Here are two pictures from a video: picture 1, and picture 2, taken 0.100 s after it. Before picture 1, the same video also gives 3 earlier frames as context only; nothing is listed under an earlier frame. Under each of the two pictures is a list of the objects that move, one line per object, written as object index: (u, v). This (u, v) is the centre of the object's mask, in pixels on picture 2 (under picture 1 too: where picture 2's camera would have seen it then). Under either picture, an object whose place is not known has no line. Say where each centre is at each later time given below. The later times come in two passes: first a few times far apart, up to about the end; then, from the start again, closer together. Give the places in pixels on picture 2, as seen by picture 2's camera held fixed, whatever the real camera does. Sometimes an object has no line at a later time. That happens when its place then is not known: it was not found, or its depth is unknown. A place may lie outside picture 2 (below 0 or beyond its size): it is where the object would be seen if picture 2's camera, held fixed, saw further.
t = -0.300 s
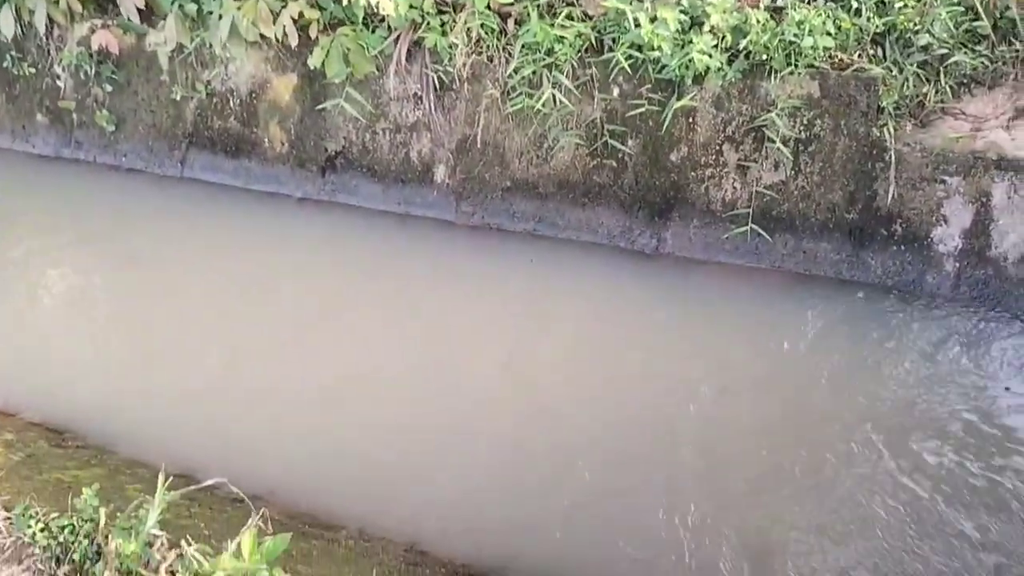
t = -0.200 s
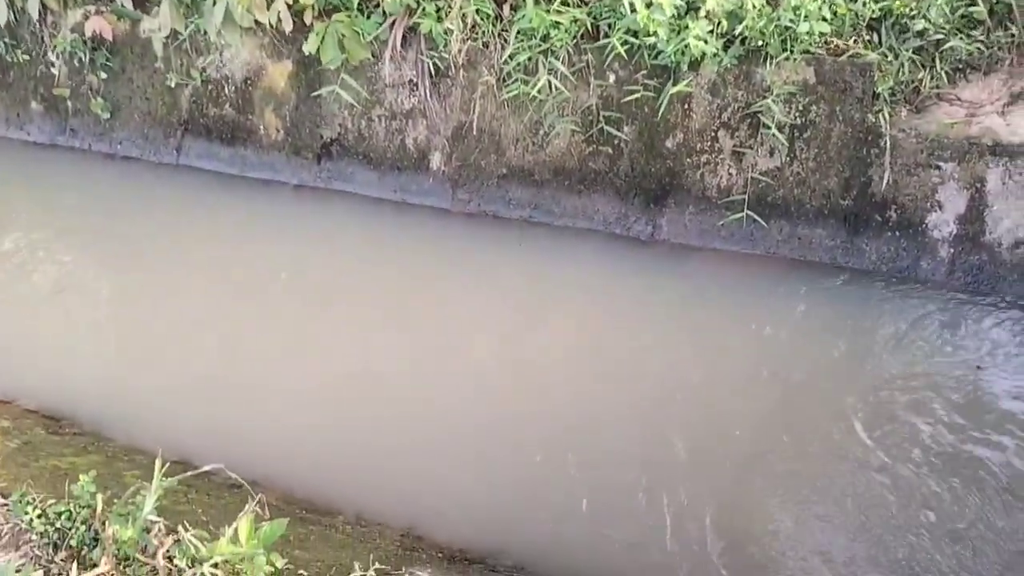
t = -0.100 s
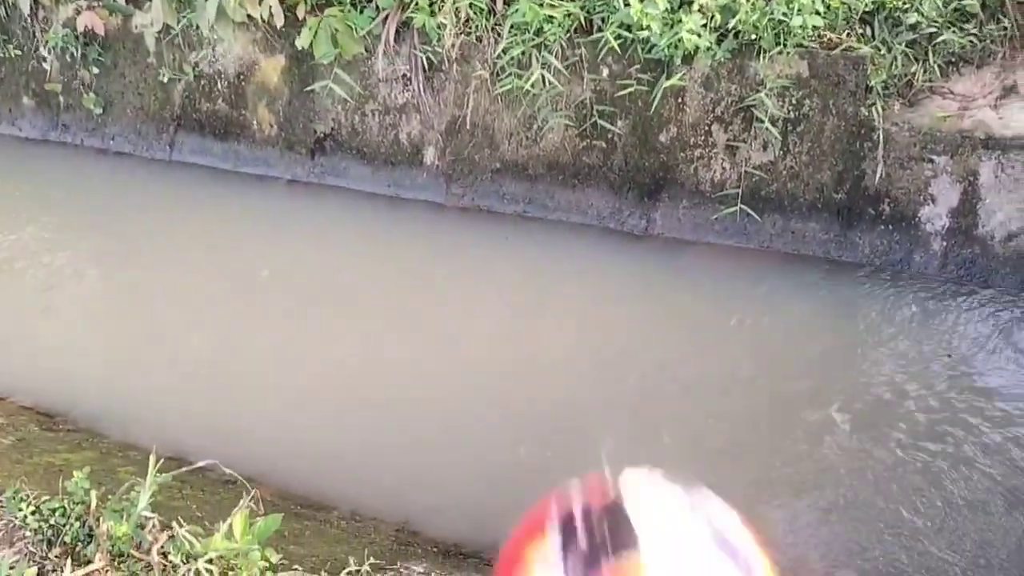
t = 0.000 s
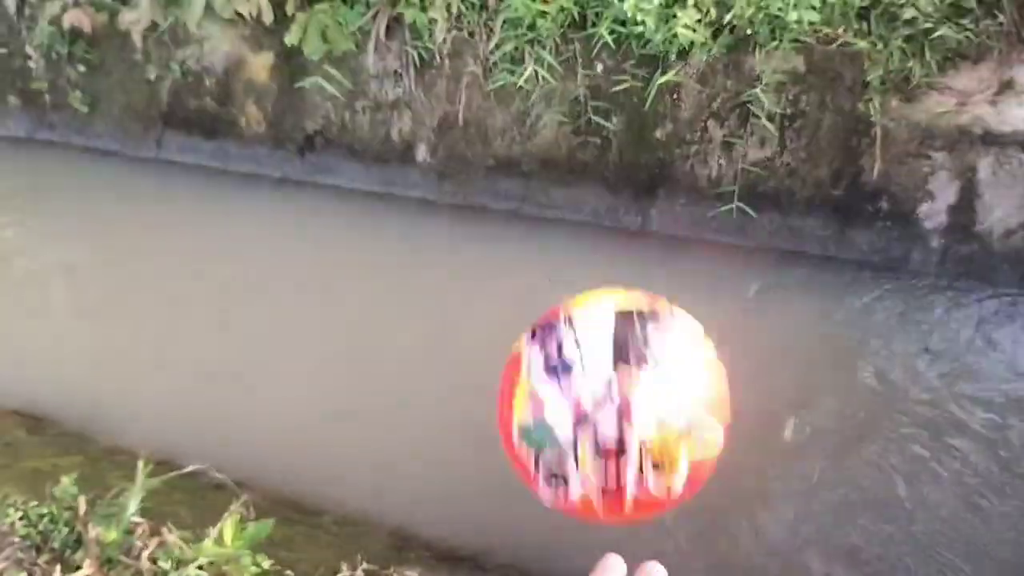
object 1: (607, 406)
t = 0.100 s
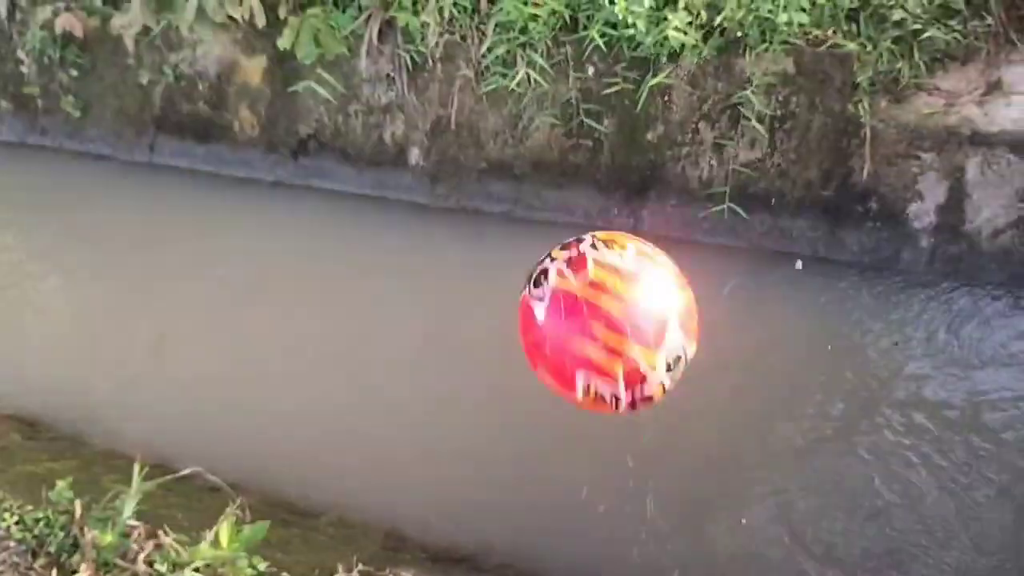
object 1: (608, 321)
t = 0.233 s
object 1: (621, 315)
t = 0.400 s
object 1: (637, 398)
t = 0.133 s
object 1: (611, 311)
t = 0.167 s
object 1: (615, 307)
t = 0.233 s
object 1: (621, 315)
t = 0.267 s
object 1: (624, 326)
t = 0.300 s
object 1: (627, 341)
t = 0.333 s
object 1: (631, 357)
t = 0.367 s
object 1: (634, 377)
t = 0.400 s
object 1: (637, 398)
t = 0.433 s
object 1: (640, 409)
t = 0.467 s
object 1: (636, 409)
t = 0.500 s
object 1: (628, 408)
